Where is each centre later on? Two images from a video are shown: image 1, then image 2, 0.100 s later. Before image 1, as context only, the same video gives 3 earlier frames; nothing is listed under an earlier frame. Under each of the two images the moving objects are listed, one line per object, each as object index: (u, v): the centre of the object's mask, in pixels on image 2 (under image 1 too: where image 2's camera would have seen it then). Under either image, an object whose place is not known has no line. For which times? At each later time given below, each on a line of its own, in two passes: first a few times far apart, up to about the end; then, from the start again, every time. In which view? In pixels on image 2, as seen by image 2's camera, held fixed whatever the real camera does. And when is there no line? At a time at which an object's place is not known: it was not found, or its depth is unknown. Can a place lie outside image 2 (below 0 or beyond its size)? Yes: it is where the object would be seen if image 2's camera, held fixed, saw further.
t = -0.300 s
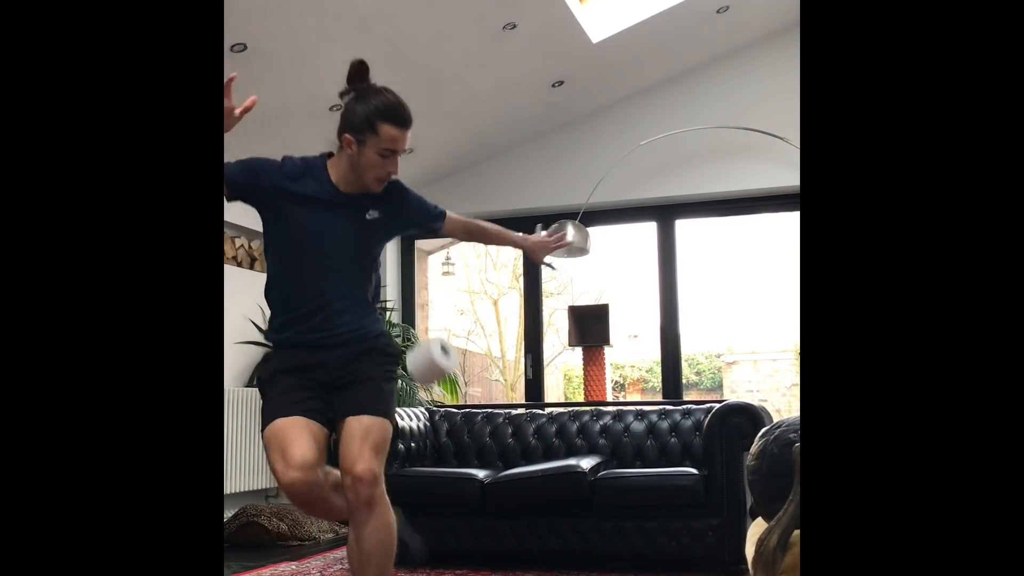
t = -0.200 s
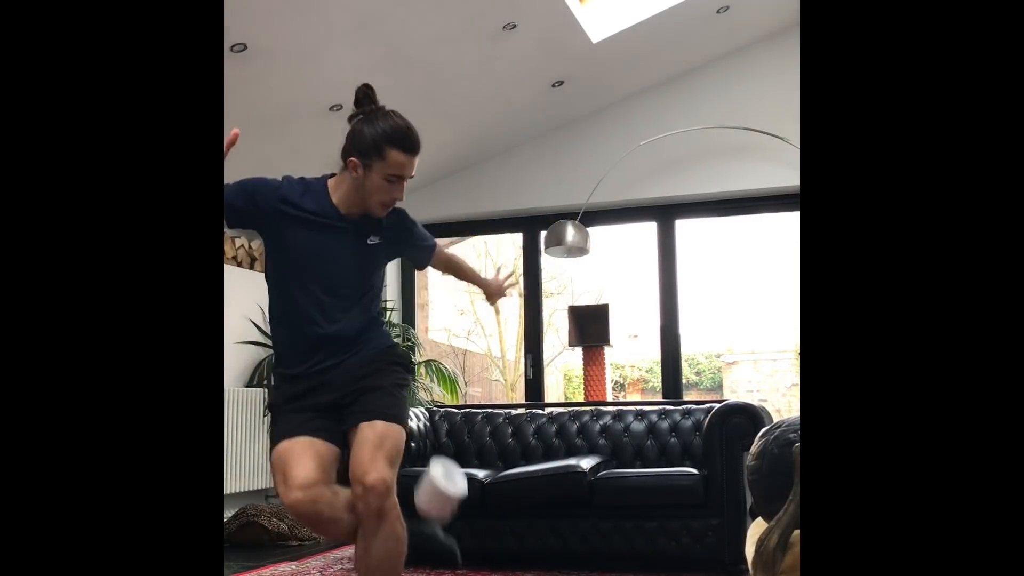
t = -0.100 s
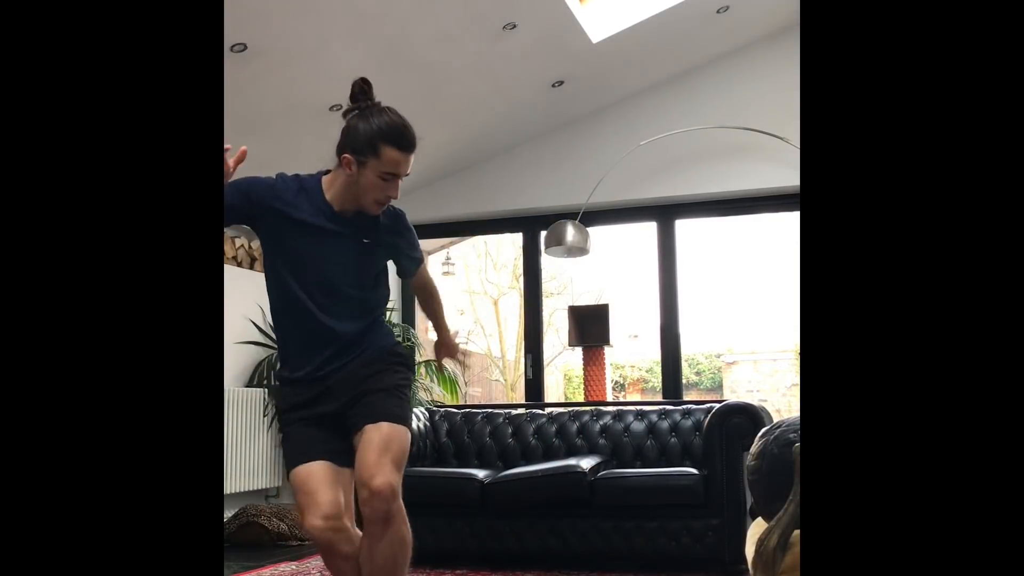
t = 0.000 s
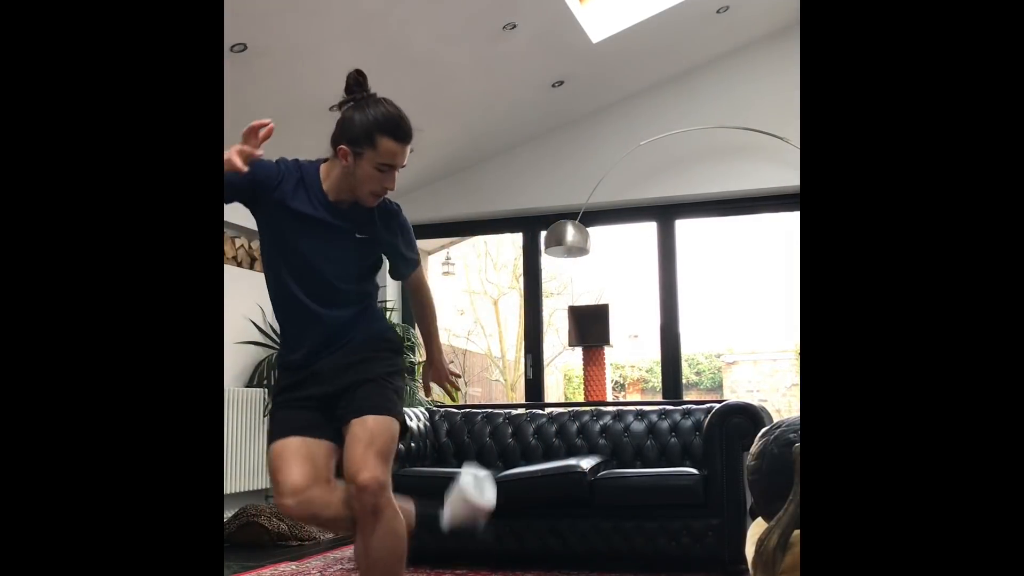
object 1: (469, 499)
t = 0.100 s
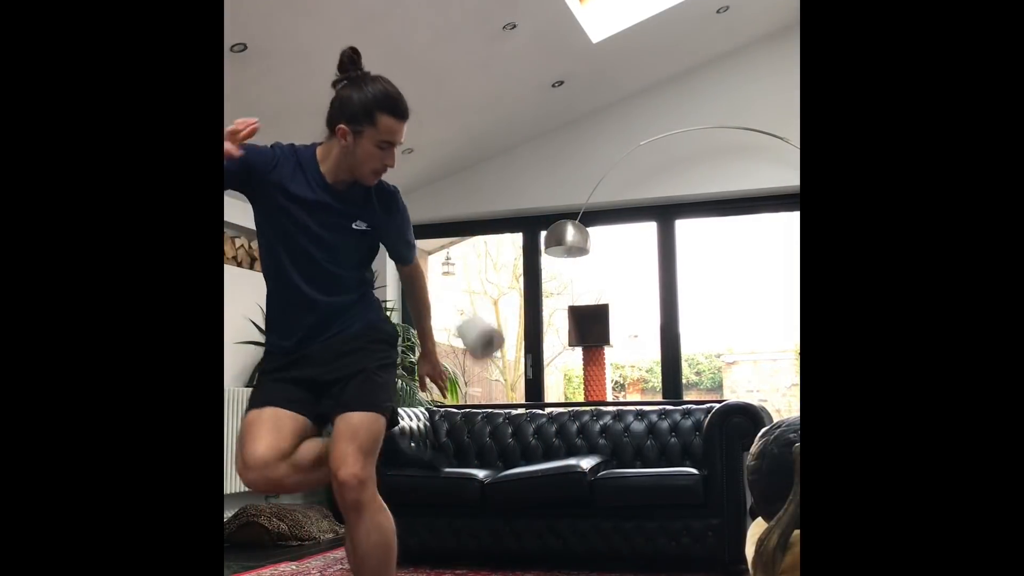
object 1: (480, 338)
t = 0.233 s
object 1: (492, 188)
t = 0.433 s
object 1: (514, 95)
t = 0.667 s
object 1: (541, 145)
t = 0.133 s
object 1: (482, 293)
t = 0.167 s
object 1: (486, 250)
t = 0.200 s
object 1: (490, 217)
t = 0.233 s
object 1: (492, 188)
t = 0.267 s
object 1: (497, 164)
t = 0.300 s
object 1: (501, 143)
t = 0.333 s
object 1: (504, 124)
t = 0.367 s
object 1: (507, 110)
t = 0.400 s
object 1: (511, 101)
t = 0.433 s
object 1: (514, 95)
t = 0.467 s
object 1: (516, 91)
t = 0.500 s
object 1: (520, 91)
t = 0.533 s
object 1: (524, 93)
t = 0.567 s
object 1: (528, 101)
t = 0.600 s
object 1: (533, 112)
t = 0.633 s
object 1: (538, 127)
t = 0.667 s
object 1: (541, 145)
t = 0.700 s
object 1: (546, 169)
